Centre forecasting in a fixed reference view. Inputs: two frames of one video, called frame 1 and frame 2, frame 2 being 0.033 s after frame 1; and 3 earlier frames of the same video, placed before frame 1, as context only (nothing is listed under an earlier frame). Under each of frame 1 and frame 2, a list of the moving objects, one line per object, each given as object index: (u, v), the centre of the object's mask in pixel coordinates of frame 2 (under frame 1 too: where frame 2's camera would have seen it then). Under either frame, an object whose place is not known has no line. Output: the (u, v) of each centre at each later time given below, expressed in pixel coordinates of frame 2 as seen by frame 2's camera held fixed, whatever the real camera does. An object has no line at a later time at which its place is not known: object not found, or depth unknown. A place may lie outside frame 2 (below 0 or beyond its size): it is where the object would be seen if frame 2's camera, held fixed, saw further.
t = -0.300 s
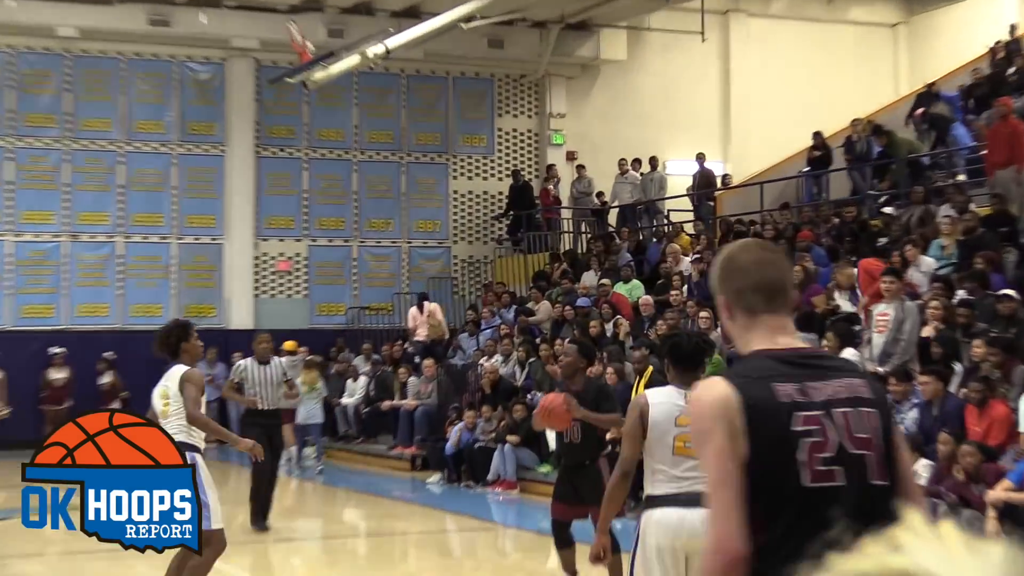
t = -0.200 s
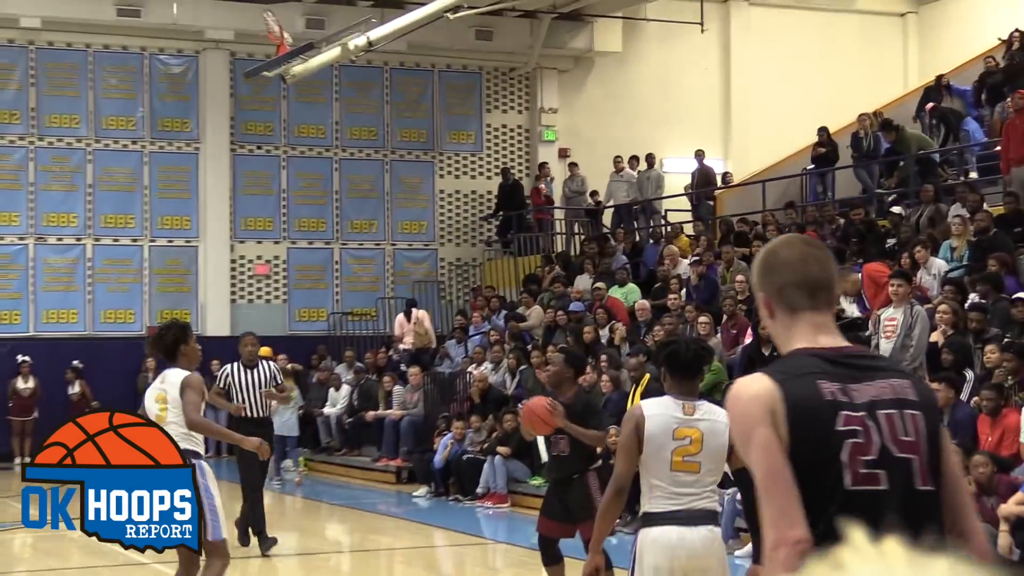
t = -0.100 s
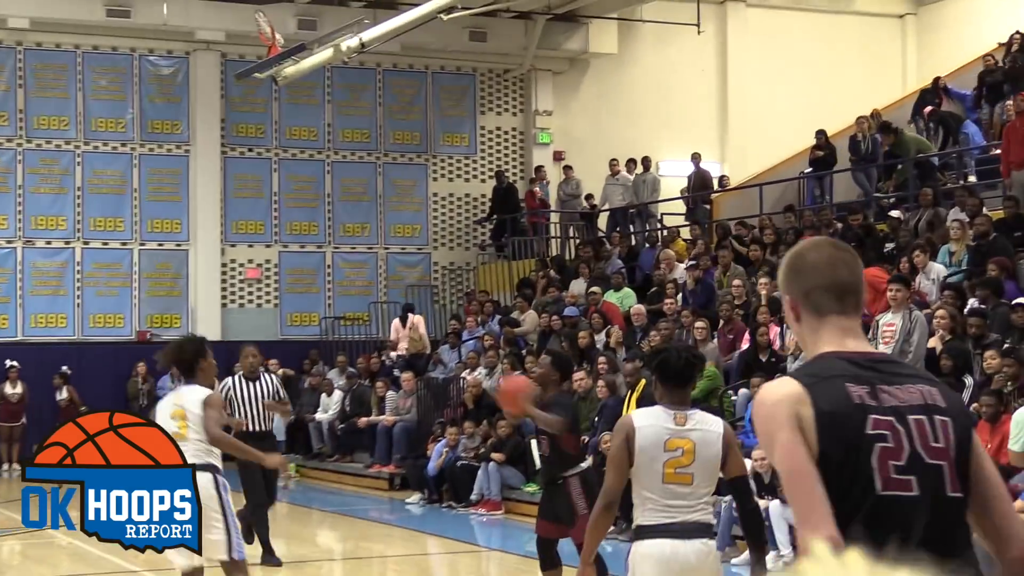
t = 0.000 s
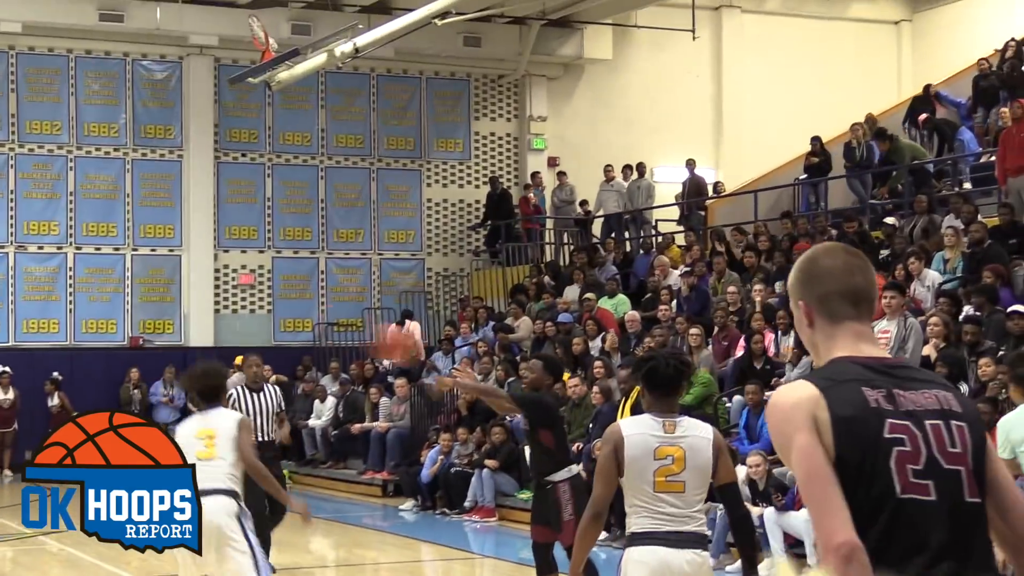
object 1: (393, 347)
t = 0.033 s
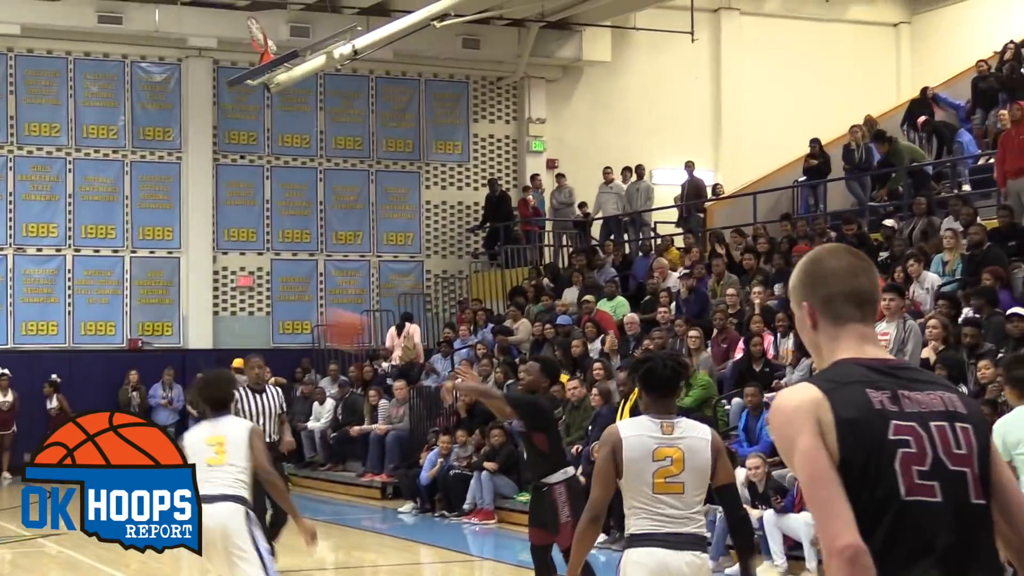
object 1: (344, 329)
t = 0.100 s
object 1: (247, 301)
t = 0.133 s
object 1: (197, 290)
